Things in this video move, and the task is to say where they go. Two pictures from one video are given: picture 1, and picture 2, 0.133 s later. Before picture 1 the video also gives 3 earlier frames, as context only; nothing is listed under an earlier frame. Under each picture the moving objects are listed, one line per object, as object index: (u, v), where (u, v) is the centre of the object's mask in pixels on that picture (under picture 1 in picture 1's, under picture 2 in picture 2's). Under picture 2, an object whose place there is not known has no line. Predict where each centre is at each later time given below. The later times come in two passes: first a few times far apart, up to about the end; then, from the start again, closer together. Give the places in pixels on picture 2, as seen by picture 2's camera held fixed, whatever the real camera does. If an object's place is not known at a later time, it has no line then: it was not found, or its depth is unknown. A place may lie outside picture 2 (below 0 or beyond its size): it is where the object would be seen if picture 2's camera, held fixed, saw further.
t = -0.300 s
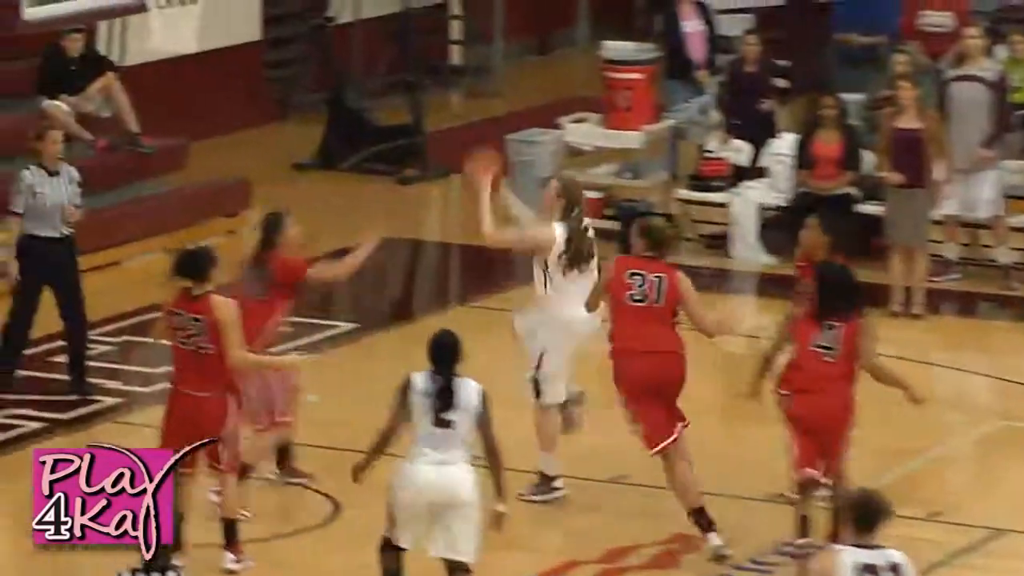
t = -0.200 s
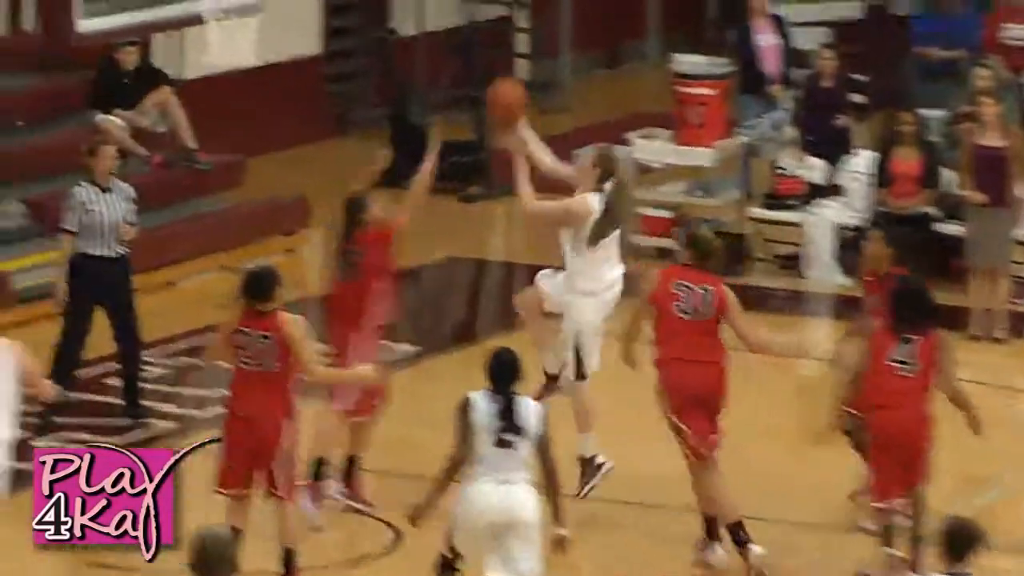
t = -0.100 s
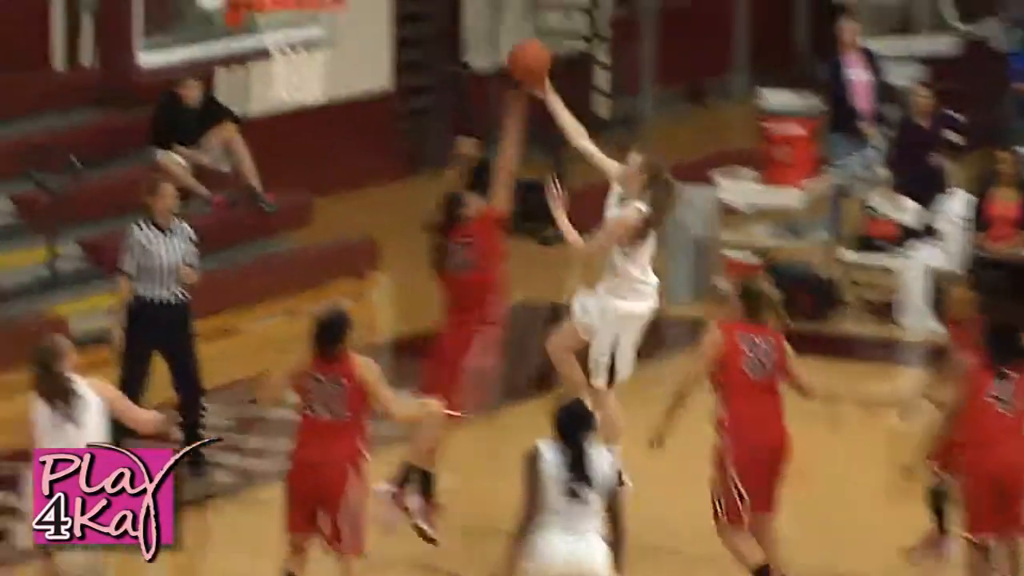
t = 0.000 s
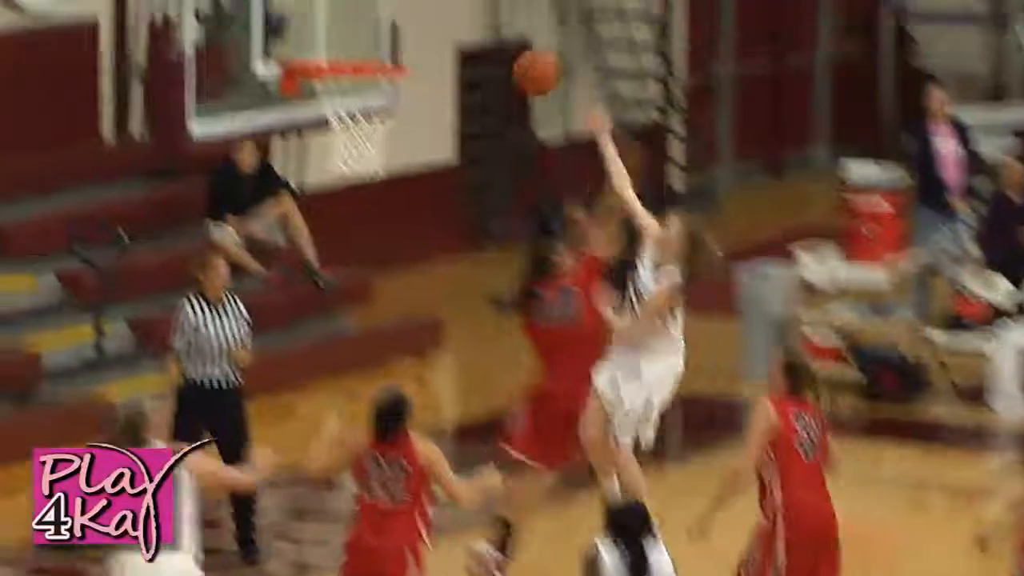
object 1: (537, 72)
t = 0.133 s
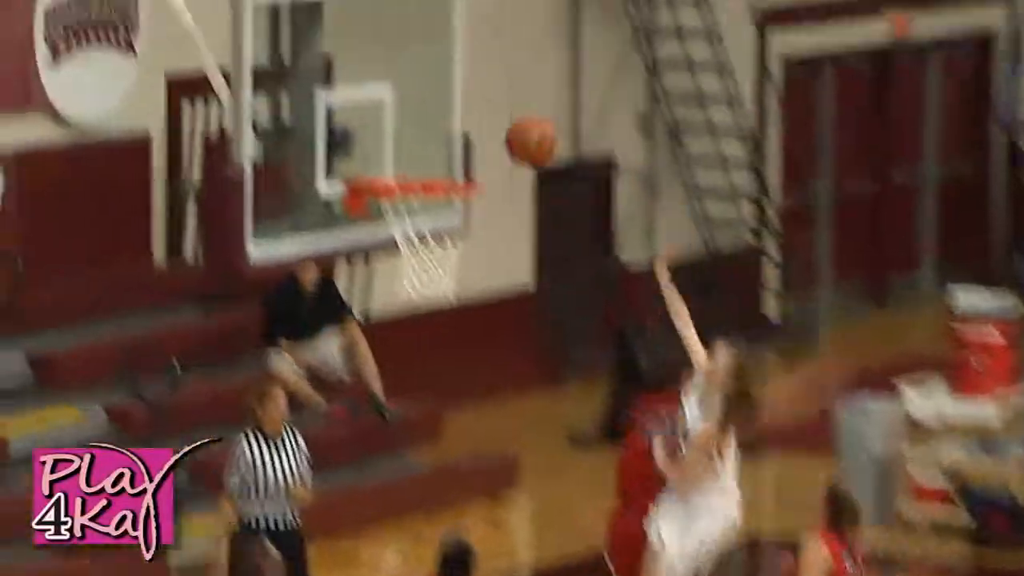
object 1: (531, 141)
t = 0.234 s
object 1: (462, 128)
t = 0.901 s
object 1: (422, 296)
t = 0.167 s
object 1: (507, 134)
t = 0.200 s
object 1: (484, 130)
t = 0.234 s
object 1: (462, 128)
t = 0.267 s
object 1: (440, 129)
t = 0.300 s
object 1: (418, 130)
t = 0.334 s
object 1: (418, 134)
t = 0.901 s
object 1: (422, 296)
